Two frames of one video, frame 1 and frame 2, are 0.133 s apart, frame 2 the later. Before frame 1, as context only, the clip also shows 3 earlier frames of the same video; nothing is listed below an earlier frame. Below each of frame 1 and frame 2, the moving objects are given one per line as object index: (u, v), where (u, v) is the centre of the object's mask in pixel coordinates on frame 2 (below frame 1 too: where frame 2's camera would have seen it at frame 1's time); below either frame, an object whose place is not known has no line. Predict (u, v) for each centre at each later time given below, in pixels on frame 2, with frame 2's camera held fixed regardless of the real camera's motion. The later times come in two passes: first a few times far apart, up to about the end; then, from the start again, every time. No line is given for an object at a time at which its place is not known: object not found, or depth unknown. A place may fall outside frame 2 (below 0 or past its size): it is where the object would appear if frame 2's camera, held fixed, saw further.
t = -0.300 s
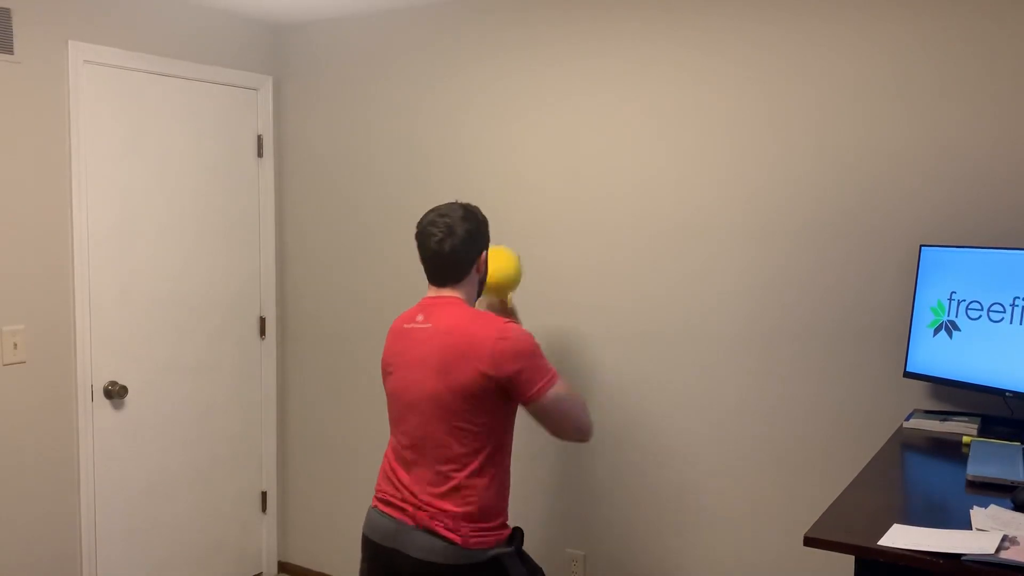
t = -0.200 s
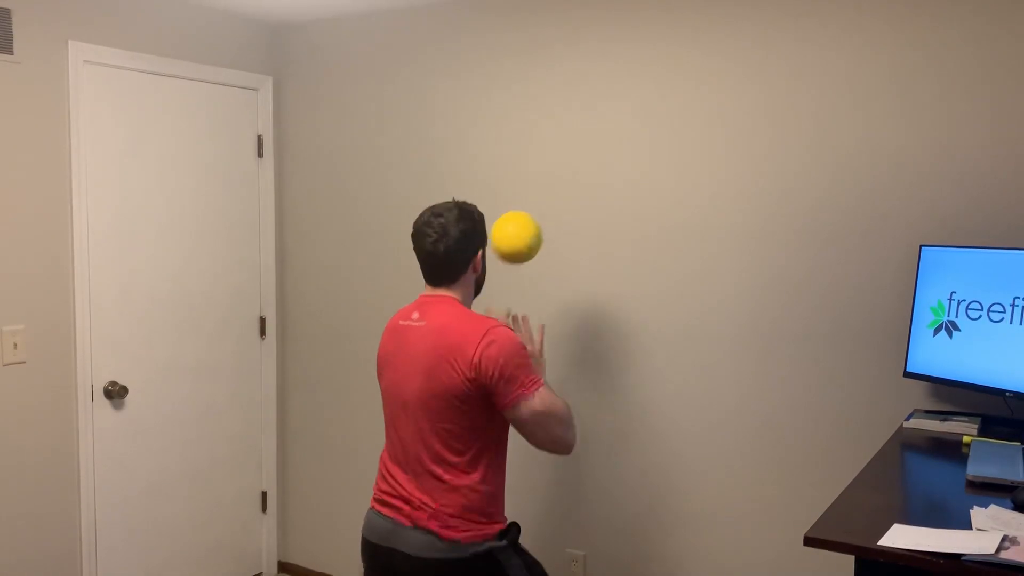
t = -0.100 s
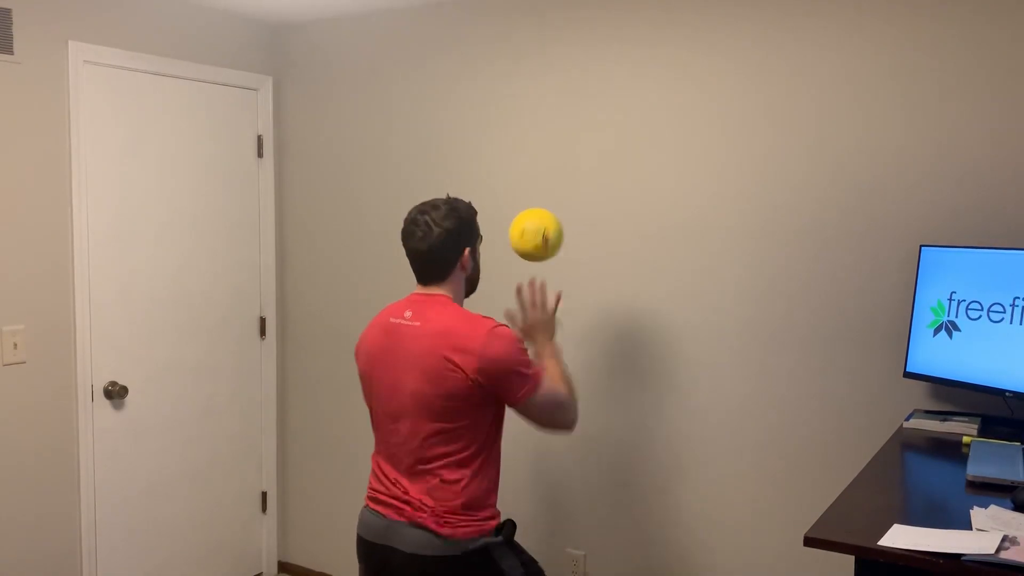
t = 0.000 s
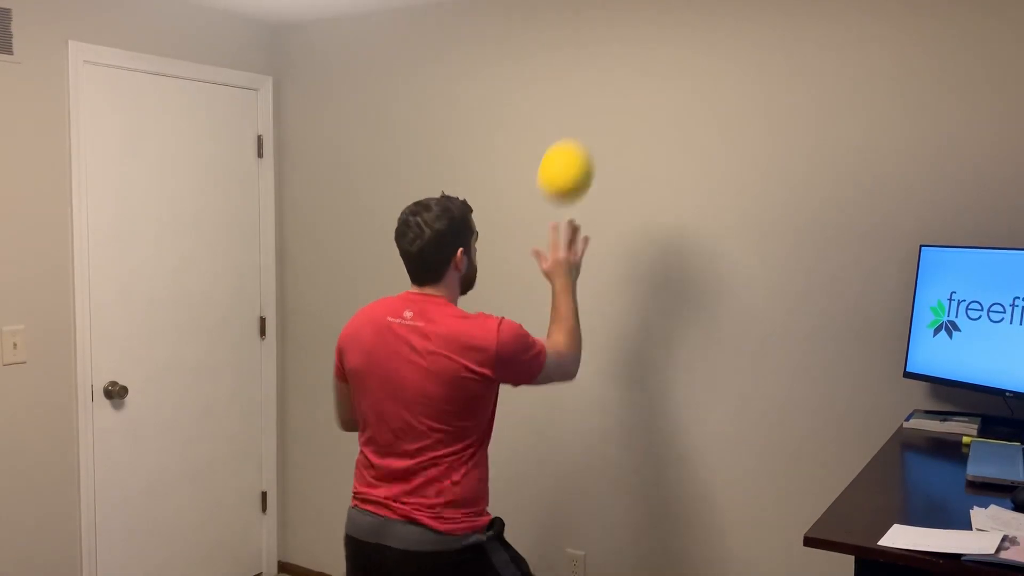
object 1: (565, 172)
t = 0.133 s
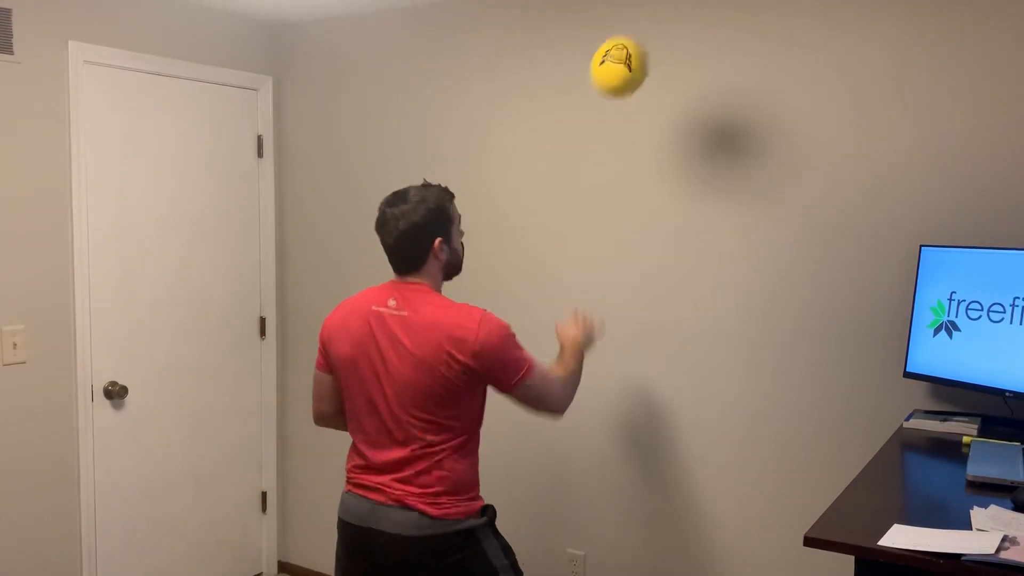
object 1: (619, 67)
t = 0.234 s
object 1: (658, 32)
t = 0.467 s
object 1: (743, 93)
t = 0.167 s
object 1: (632, 51)
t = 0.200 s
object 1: (645, 40)
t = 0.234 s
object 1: (658, 32)
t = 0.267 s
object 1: (670, 29)
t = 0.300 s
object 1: (683, 29)
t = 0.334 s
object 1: (696, 33)
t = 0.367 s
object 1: (708, 42)
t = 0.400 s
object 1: (720, 55)
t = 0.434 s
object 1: (731, 72)
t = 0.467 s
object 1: (743, 93)
